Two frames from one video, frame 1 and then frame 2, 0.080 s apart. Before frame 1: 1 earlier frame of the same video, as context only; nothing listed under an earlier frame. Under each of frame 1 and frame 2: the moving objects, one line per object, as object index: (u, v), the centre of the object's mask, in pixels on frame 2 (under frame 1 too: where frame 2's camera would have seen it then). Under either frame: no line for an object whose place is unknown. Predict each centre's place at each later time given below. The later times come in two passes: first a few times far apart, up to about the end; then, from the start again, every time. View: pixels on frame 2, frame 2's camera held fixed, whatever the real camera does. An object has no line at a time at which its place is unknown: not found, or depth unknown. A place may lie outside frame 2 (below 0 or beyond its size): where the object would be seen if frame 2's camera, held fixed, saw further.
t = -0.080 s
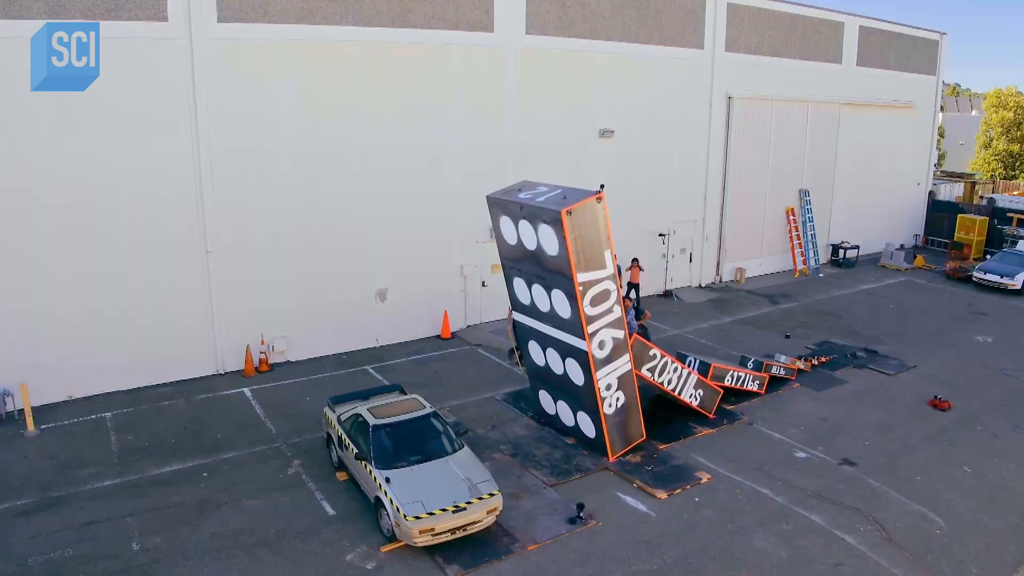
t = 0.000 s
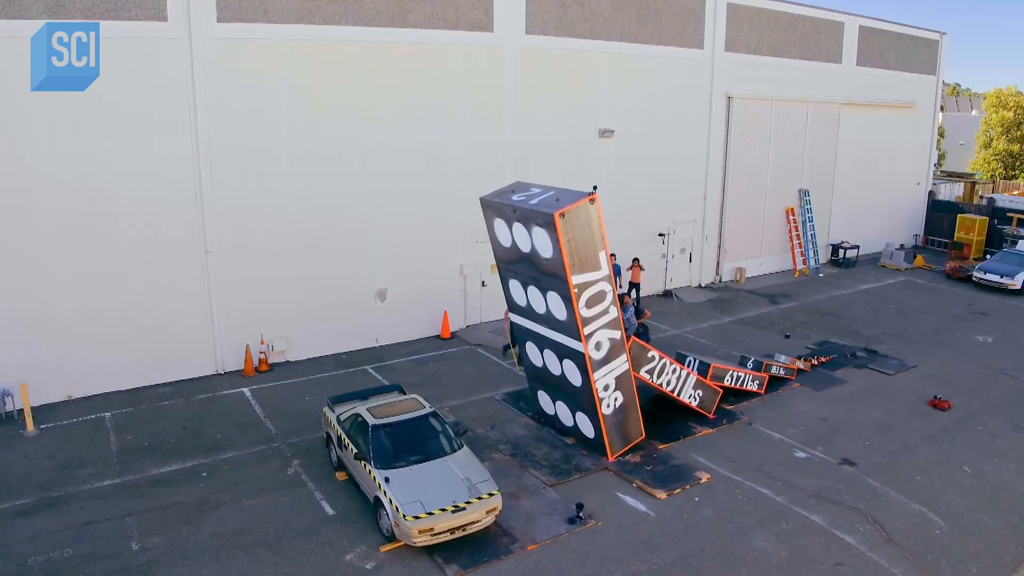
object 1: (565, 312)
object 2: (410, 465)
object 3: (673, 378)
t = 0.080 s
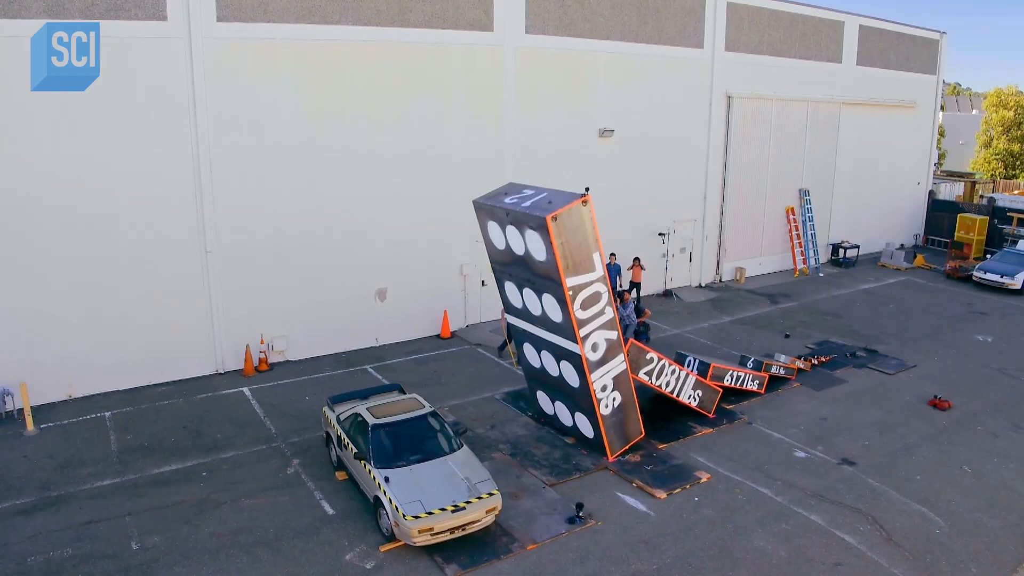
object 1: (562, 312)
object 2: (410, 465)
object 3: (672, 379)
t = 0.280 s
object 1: (550, 316)
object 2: (410, 465)
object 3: (668, 382)
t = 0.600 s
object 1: (520, 334)
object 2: (410, 465)
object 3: (664, 389)
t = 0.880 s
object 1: (481, 383)
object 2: (410, 466)
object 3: (661, 395)
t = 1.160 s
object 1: (458, 421)
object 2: (414, 503)
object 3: (661, 396)
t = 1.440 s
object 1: (455, 417)
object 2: (418, 496)
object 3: (661, 403)
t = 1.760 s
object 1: (455, 419)
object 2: (418, 501)
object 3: (660, 417)
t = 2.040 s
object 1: (456, 418)
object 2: (418, 500)
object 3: (659, 417)
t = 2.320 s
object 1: (456, 418)
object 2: (418, 500)
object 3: (659, 417)
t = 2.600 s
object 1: (456, 418)
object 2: (419, 500)
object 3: (659, 417)
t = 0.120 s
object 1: (560, 313)
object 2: (410, 465)
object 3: (671, 379)
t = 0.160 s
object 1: (557, 313)
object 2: (410, 465)
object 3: (670, 380)
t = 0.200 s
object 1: (555, 314)
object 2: (410, 465)
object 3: (670, 381)
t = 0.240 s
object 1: (552, 315)
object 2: (410, 465)
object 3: (669, 382)
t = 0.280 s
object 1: (550, 316)
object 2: (410, 465)
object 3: (668, 382)
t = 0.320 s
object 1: (547, 317)
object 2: (410, 465)
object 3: (668, 383)
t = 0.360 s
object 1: (544, 319)
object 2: (410, 465)
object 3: (667, 384)
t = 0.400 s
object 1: (540, 320)
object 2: (410, 465)
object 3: (667, 385)
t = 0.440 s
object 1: (537, 322)
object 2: (410, 465)
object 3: (666, 386)
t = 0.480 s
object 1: (533, 325)
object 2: (410, 465)
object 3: (665, 387)
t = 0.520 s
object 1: (528, 327)
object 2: (410, 465)
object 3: (665, 387)
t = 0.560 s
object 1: (524, 330)
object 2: (410, 465)
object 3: (664, 388)
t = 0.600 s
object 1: (520, 334)
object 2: (410, 465)
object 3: (664, 389)
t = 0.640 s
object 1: (515, 338)
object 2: (410, 465)
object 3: (663, 390)
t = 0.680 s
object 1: (510, 342)
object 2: (410, 465)
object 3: (663, 391)
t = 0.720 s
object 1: (505, 348)
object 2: (410, 465)
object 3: (662, 392)
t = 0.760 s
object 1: (500, 354)
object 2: (410, 465)
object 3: (662, 393)
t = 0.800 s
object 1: (494, 362)
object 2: (410, 465)
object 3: (662, 393)
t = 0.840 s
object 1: (487, 373)
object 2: (410, 465)
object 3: (661, 394)
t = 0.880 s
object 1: (481, 383)
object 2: (410, 466)
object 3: (661, 395)
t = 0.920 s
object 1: (475, 391)
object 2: (410, 471)
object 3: (661, 395)
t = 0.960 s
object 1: (469, 401)
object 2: (411, 480)
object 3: (661, 395)
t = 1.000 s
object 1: (465, 411)
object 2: (414, 490)
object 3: (661, 396)
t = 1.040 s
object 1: (462, 419)
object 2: (415, 500)
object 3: (660, 396)
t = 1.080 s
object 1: (461, 422)
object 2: (417, 504)
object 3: (661, 396)
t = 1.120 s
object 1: (460, 422)
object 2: (417, 506)
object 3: (661, 395)
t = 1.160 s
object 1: (458, 421)
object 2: (414, 503)
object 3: (661, 396)
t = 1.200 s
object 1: (457, 419)
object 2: (413, 501)
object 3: (661, 396)
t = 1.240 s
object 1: (457, 417)
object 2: (414, 499)
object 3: (661, 397)
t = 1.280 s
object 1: (456, 416)
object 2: (415, 497)
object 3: (661, 399)
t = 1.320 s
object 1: (456, 416)
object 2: (417, 496)
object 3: (661, 402)
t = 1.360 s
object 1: (455, 416)
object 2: (418, 496)
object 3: (661, 404)
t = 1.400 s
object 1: (455, 416)
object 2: (418, 495)
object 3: (661, 404)
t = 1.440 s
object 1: (455, 417)
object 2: (418, 496)
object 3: (661, 403)
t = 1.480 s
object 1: (455, 418)
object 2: (417, 497)
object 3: (661, 403)
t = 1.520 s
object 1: (454, 418)
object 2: (419, 500)
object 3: (661, 403)
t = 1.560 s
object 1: (454, 419)
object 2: (419, 502)
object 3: (661, 404)
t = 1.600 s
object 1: (454, 419)
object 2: (419, 503)
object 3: (660, 406)
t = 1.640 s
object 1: (454, 419)
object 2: (419, 503)
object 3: (660, 408)
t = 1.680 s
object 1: (455, 419)
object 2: (419, 503)
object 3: (660, 410)
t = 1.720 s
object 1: (454, 419)
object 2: (419, 502)
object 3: (660, 414)
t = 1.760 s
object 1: (455, 419)
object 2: (418, 501)
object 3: (660, 417)
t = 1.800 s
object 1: (455, 418)
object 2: (418, 500)
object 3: (659, 417)
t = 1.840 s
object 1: (455, 418)
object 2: (418, 499)
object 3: (660, 417)
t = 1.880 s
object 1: (455, 418)
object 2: (417, 499)
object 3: (660, 417)
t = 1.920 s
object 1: (455, 418)
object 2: (418, 499)
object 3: (660, 417)
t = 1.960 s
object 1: (456, 418)
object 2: (418, 499)
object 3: (659, 417)
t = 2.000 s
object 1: (456, 418)
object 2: (418, 500)
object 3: (659, 417)
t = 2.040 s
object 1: (456, 418)
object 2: (418, 500)
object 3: (659, 417)
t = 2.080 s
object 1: (456, 418)
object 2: (418, 500)
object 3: (659, 417)
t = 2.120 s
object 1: (456, 418)
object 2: (418, 500)
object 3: (659, 417)
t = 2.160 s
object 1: (456, 418)
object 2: (419, 500)
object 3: (659, 417)
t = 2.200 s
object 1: (456, 418)
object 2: (419, 500)
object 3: (659, 417)
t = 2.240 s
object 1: (456, 418)
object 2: (418, 500)
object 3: (659, 417)
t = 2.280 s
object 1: (456, 418)
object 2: (418, 500)
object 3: (659, 417)
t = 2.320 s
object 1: (456, 418)
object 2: (418, 500)
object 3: (659, 417)
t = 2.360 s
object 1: (456, 418)
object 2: (418, 499)
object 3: (659, 417)
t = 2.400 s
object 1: (456, 418)
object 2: (419, 500)
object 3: (659, 417)
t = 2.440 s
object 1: (456, 418)
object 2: (419, 500)
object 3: (659, 417)
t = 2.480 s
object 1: (456, 418)
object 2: (419, 500)
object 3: (659, 417)
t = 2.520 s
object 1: (456, 418)
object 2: (419, 500)
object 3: (659, 417)
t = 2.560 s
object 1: (456, 418)
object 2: (419, 500)
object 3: (659, 417)
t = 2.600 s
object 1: (456, 418)
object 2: (419, 500)
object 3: (659, 417)
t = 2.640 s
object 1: (456, 418)
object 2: (419, 500)
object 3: (659, 417)
